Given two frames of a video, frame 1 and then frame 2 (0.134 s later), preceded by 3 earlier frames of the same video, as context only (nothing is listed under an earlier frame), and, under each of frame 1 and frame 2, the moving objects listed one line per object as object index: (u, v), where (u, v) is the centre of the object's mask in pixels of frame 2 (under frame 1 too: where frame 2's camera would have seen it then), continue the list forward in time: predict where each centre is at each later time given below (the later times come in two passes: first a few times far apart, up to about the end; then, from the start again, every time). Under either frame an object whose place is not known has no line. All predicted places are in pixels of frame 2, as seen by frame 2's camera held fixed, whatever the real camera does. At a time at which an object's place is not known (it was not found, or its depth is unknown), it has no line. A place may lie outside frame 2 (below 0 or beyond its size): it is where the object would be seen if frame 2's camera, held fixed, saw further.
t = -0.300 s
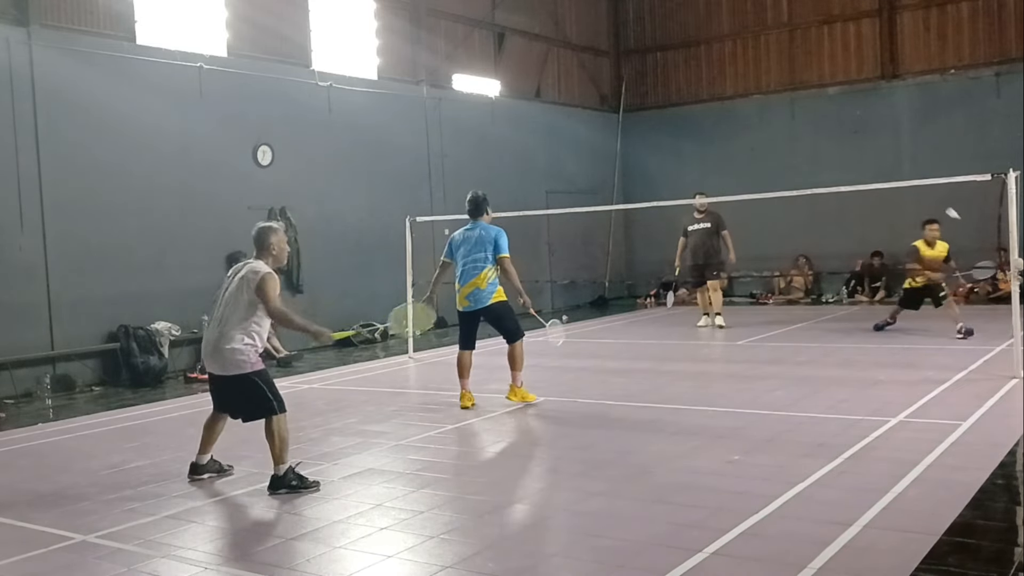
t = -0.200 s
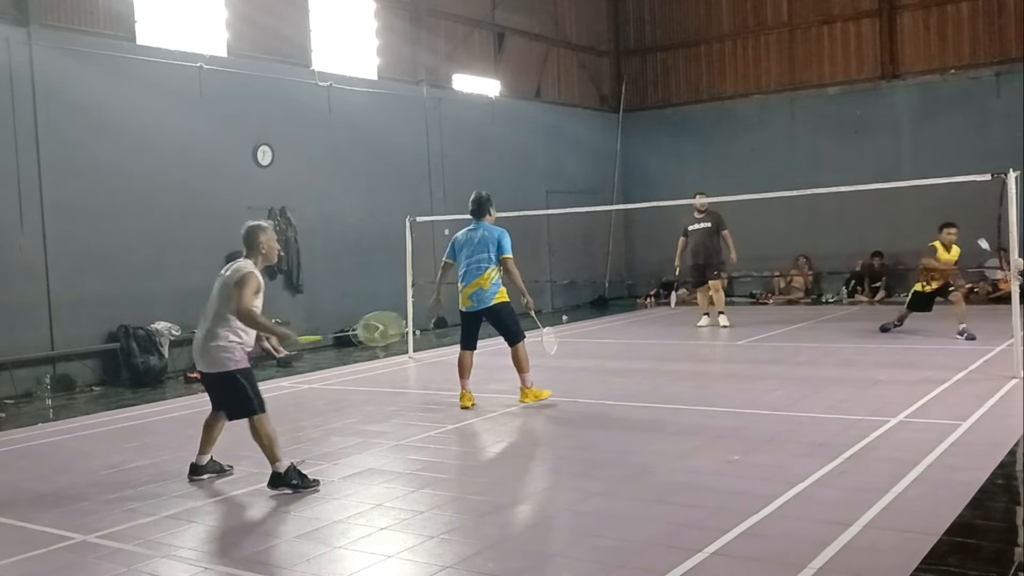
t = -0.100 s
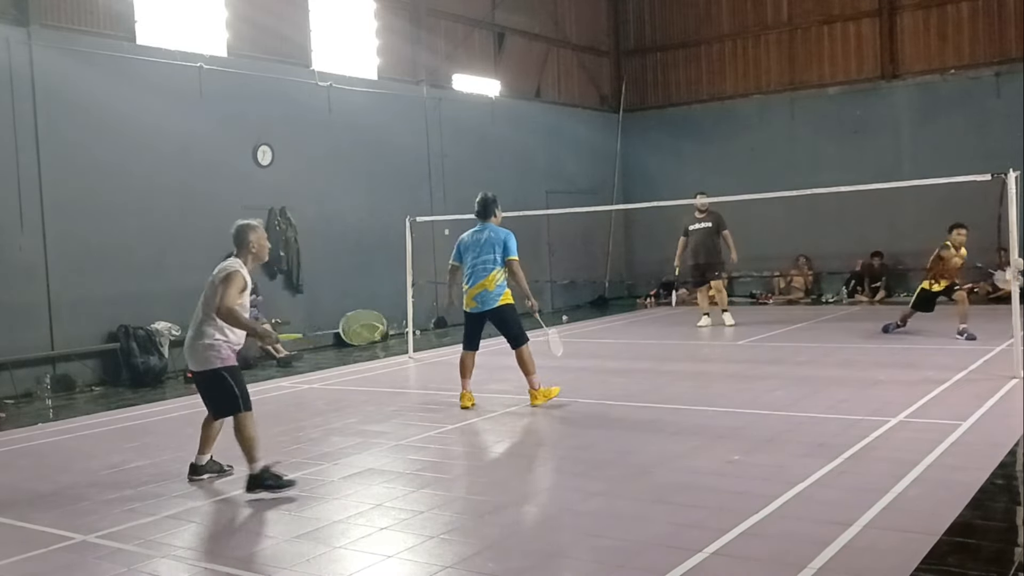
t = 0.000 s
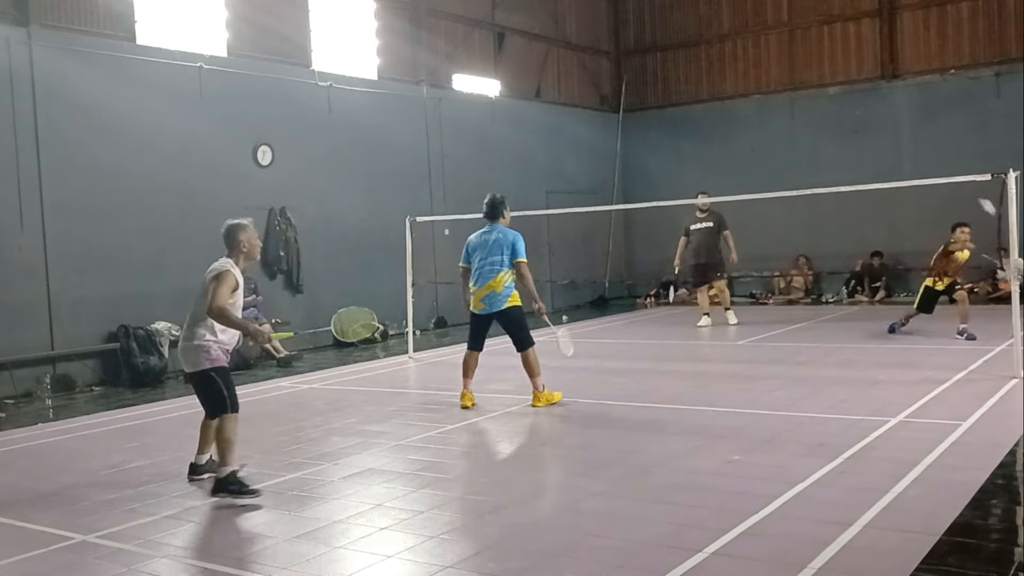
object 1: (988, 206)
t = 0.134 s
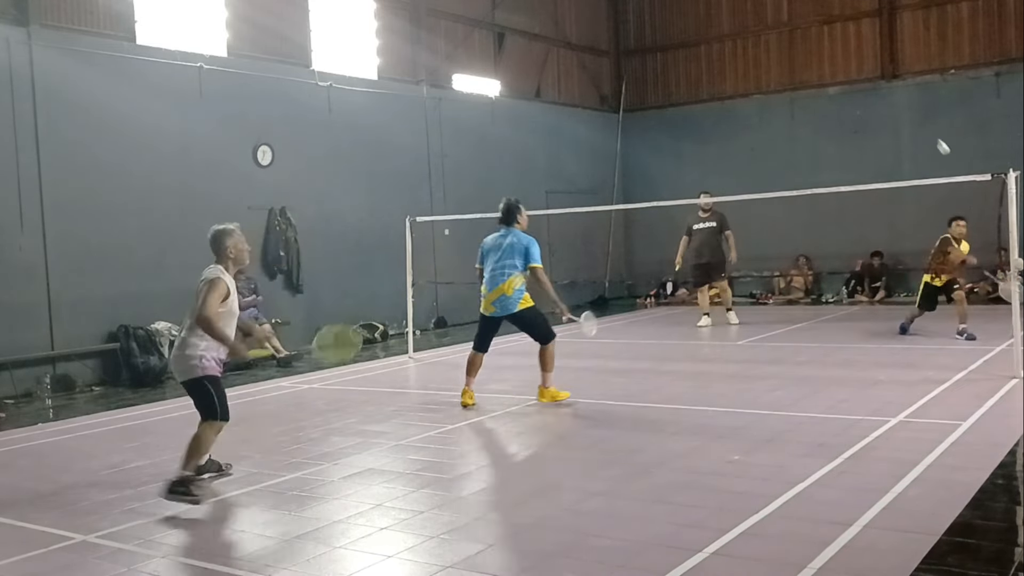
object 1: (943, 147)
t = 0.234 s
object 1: (915, 116)
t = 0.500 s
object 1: (836, 101)
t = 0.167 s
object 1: (934, 136)
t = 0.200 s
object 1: (924, 125)
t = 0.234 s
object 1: (915, 116)
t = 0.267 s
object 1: (905, 109)
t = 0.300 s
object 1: (895, 103)
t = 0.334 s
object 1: (886, 99)
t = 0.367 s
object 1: (876, 96)
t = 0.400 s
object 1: (866, 95)
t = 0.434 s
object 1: (857, 95)
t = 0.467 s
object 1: (847, 97)
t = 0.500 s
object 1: (836, 101)
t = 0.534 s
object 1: (826, 106)
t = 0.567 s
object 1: (816, 114)
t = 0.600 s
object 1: (806, 123)
